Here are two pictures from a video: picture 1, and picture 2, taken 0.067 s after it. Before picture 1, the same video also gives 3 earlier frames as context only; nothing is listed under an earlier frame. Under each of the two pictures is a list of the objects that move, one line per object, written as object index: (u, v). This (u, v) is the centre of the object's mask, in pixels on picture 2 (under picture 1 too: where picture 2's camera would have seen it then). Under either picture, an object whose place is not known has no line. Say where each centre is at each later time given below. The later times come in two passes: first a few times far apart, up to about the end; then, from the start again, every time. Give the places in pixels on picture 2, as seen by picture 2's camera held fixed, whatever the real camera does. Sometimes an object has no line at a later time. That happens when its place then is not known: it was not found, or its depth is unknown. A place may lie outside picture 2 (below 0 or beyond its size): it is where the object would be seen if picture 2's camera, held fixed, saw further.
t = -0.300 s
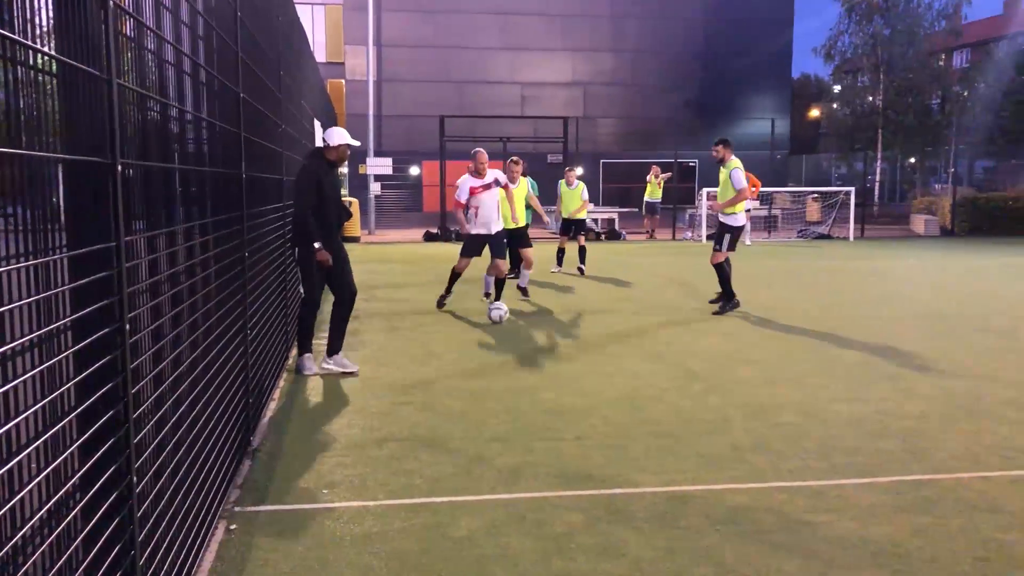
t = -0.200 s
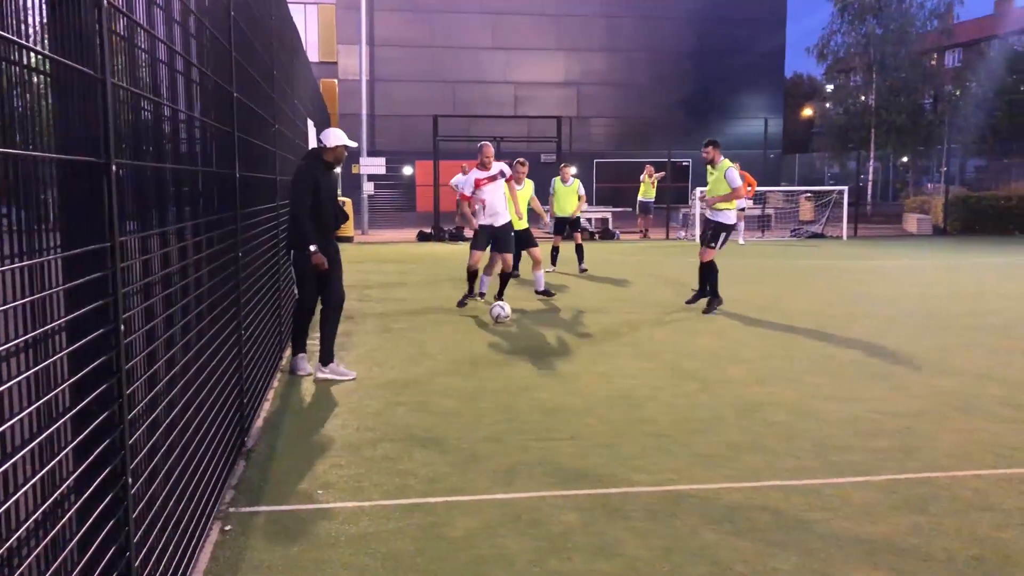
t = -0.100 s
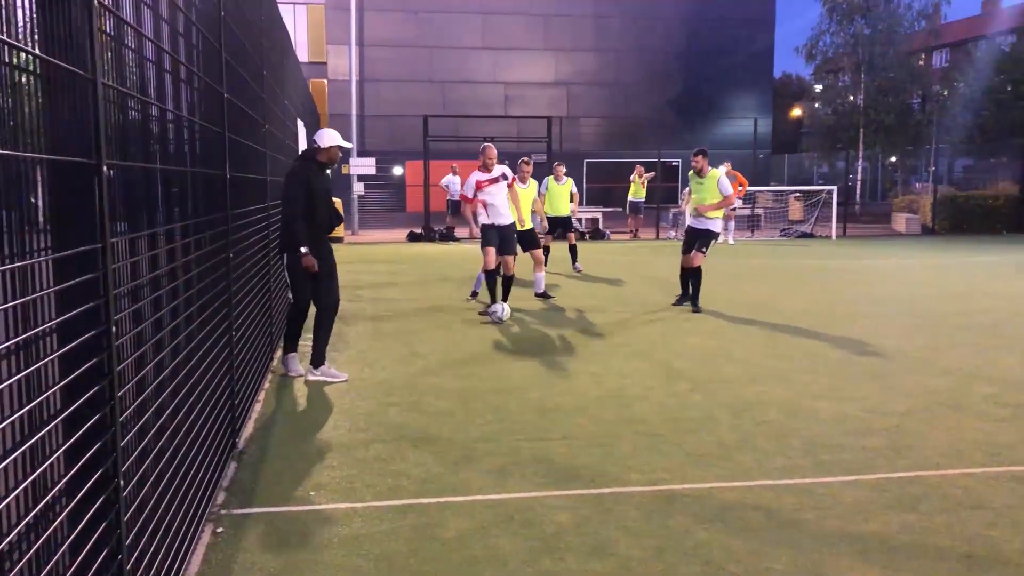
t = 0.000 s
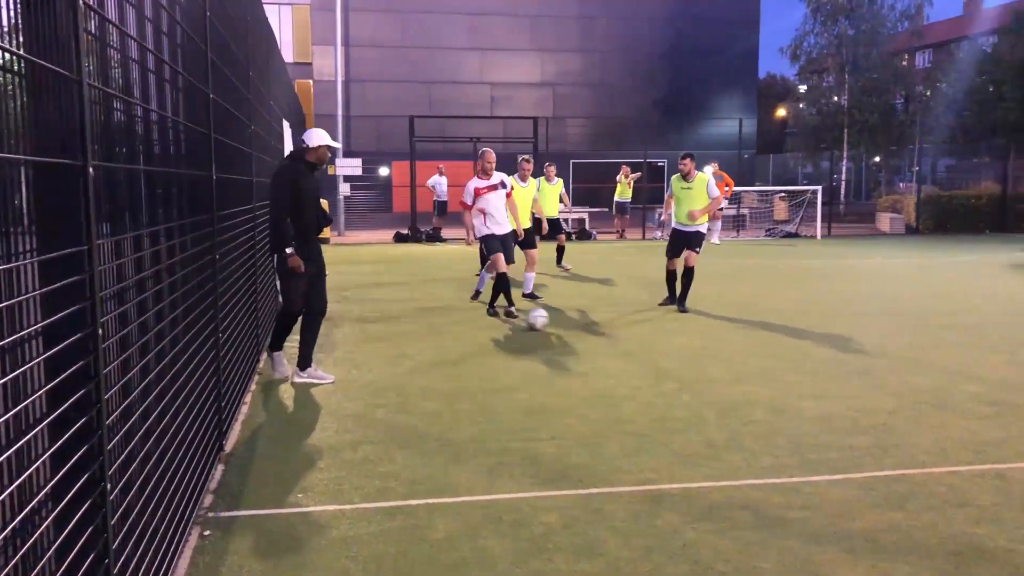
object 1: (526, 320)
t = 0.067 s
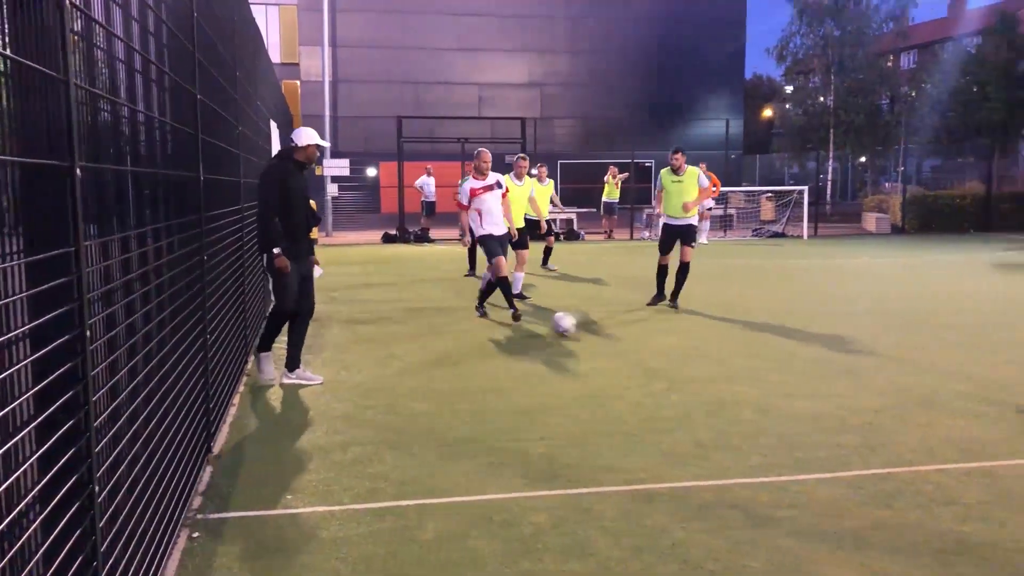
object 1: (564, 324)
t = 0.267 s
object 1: (680, 337)
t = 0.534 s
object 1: (830, 358)
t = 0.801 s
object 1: (983, 379)
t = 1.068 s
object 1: (1151, 400)
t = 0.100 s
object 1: (583, 327)
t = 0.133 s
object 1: (602, 328)
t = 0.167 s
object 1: (621, 331)
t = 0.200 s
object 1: (642, 335)
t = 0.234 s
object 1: (660, 336)
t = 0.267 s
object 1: (680, 337)
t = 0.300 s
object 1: (700, 340)
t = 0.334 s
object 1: (719, 344)
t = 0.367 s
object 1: (738, 345)
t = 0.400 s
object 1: (758, 348)
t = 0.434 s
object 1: (777, 351)
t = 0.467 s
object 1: (795, 352)
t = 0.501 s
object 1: (812, 356)
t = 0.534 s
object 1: (830, 358)
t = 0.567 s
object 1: (848, 360)
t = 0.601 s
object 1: (866, 364)
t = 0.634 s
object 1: (885, 365)
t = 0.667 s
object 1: (903, 367)
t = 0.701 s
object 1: (922, 371)
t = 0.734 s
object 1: (941, 374)
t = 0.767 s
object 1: (962, 376)
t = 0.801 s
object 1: (983, 379)
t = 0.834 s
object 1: (1003, 381)
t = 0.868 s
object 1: (1024, 384)
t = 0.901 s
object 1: (1046, 387)
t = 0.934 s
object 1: (1067, 390)
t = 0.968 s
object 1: (1089, 391)
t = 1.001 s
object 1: (1108, 394)
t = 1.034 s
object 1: (1131, 397)
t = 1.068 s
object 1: (1151, 400)
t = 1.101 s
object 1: (1171, 403)
